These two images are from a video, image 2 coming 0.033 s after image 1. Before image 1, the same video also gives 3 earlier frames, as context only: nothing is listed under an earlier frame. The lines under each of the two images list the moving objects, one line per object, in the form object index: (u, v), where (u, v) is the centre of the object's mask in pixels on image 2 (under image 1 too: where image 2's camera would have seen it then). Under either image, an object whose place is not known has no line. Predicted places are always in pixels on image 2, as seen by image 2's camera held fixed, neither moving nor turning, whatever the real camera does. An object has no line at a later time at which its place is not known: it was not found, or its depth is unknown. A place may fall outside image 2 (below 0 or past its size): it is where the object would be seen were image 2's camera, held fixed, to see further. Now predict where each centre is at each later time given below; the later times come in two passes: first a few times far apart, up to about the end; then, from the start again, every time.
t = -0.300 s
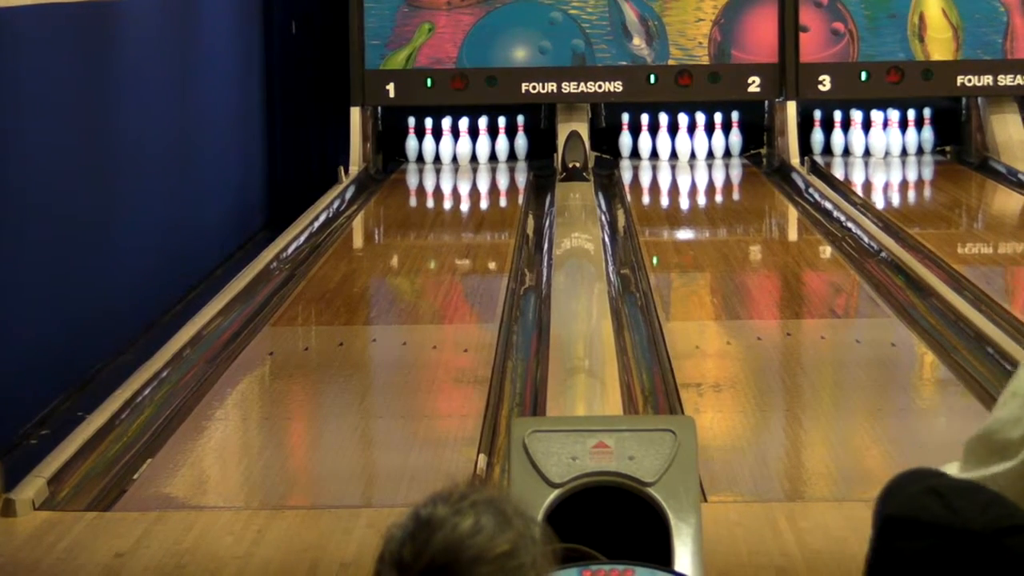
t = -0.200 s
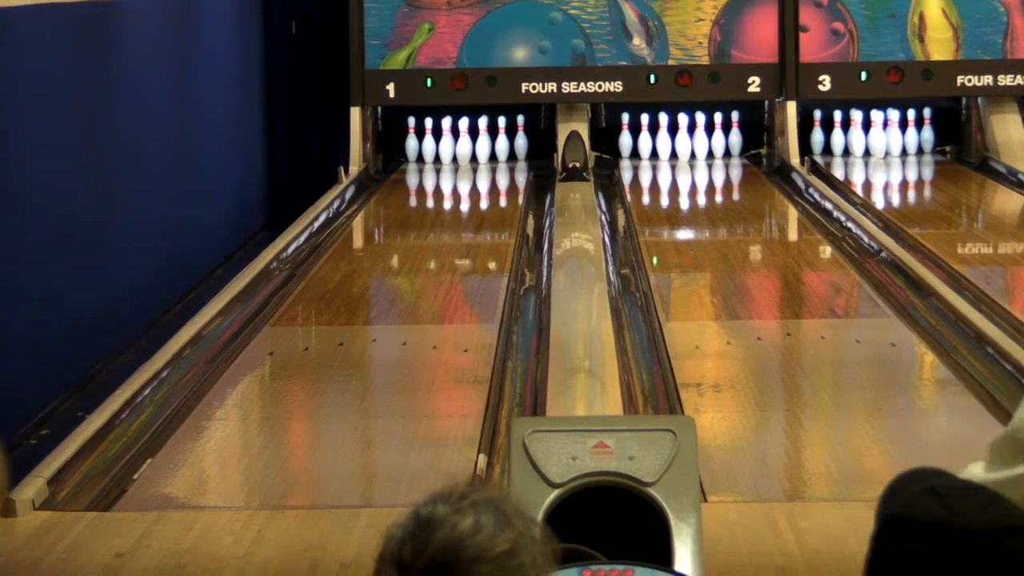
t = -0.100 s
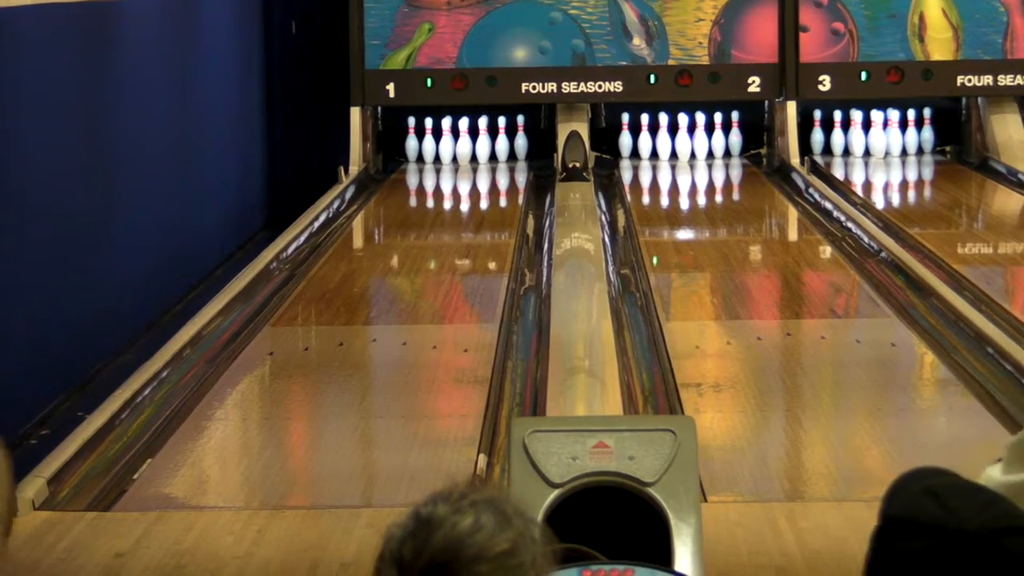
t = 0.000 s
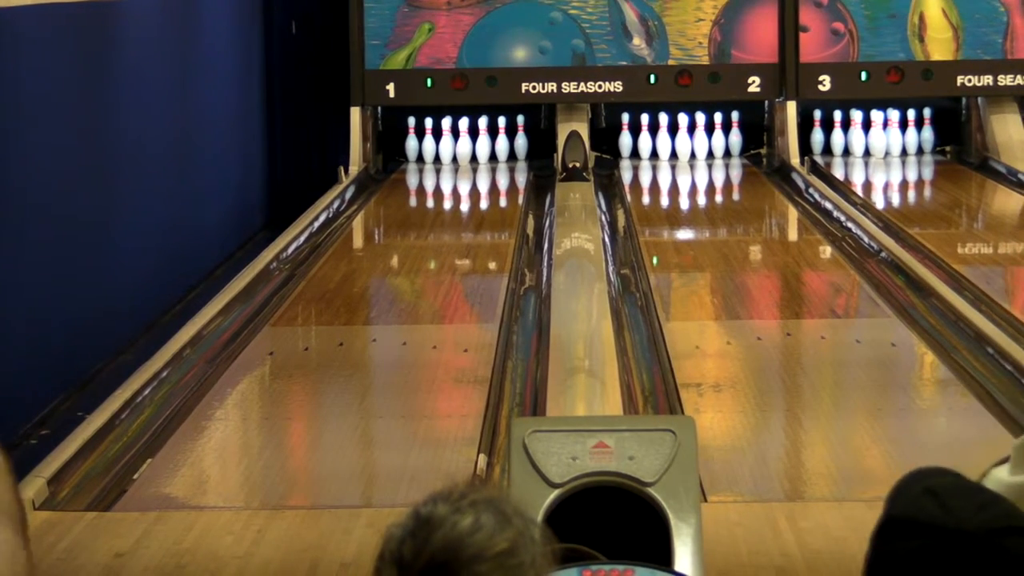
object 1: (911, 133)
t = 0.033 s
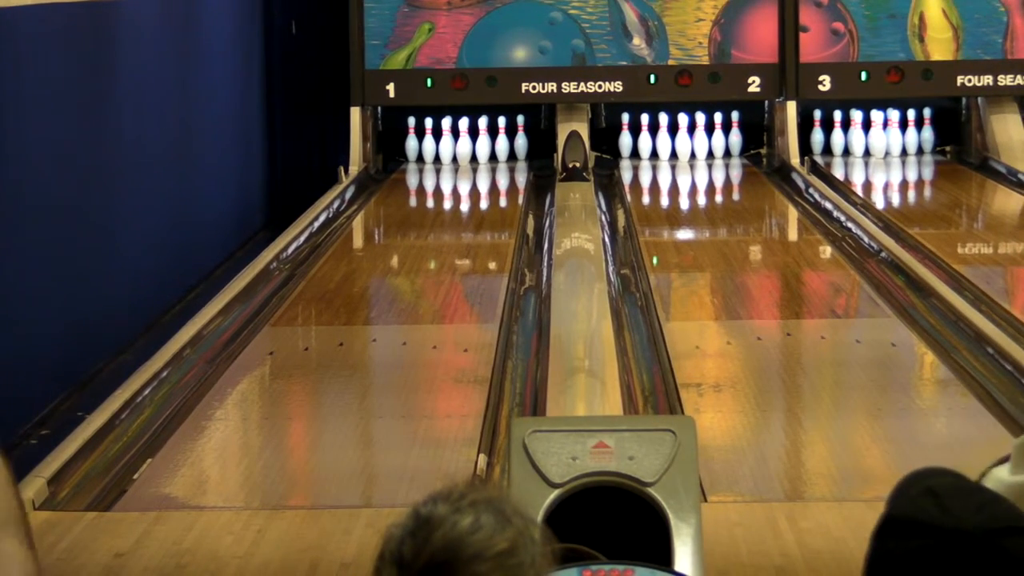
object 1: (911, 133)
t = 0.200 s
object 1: (911, 133)
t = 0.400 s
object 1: (911, 133)
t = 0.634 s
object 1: (911, 133)
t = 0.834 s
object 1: (911, 133)
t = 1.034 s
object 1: (911, 132)
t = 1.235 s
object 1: (911, 123)
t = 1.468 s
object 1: (928, 129)
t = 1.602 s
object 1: (954, 127)
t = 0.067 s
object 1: (911, 133)
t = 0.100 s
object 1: (911, 133)
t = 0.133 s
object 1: (911, 133)
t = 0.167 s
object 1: (911, 133)
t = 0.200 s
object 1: (911, 133)
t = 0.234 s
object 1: (911, 133)
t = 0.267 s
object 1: (911, 133)
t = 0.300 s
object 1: (911, 133)
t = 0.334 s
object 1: (911, 133)
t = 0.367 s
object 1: (911, 133)
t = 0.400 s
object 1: (911, 133)
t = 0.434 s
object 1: (911, 133)
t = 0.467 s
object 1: (911, 133)
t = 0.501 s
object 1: (911, 133)
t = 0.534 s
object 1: (911, 133)
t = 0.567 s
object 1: (911, 133)
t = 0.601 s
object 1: (911, 133)
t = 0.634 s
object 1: (911, 133)
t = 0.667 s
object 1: (911, 133)
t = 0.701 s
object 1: (911, 133)
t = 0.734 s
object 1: (911, 133)
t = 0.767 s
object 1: (911, 133)
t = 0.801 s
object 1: (911, 133)
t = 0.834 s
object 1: (911, 133)
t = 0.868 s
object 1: (911, 133)
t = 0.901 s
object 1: (911, 133)
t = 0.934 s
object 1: (911, 133)
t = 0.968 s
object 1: (911, 133)
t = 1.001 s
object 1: (911, 133)
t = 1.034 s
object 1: (911, 132)
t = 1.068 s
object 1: (911, 131)
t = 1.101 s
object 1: (911, 129)
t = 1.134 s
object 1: (911, 127)
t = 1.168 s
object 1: (911, 126)
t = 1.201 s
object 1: (911, 124)
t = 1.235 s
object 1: (911, 123)
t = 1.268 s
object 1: (911, 122)
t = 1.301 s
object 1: (911, 123)
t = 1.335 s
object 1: (912, 123)
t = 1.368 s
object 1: (912, 122)
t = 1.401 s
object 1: (913, 124)
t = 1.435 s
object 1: (919, 128)
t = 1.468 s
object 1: (928, 129)
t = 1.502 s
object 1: (935, 127)
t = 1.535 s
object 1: (942, 127)
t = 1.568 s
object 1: (950, 126)
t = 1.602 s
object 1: (954, 127)
